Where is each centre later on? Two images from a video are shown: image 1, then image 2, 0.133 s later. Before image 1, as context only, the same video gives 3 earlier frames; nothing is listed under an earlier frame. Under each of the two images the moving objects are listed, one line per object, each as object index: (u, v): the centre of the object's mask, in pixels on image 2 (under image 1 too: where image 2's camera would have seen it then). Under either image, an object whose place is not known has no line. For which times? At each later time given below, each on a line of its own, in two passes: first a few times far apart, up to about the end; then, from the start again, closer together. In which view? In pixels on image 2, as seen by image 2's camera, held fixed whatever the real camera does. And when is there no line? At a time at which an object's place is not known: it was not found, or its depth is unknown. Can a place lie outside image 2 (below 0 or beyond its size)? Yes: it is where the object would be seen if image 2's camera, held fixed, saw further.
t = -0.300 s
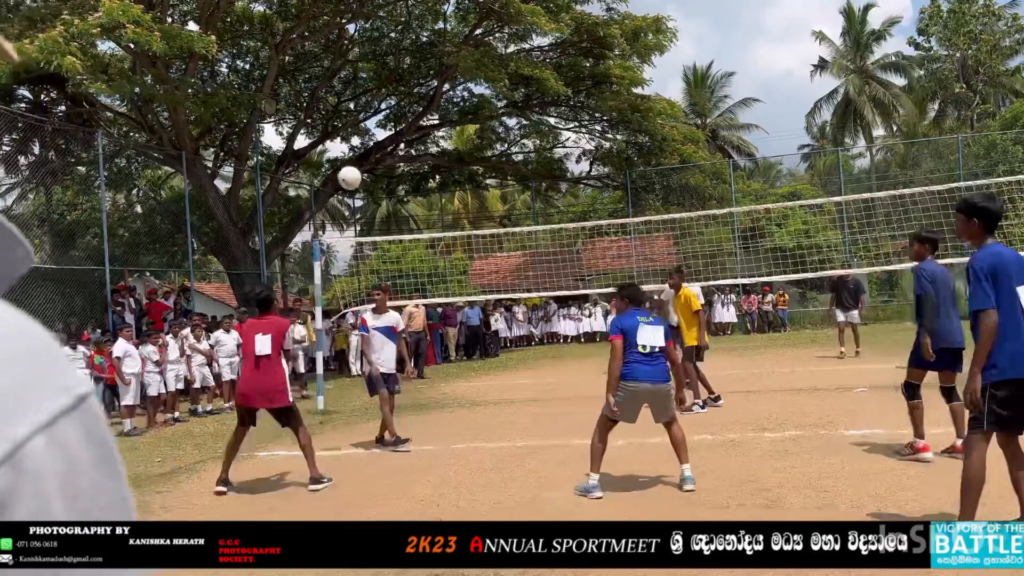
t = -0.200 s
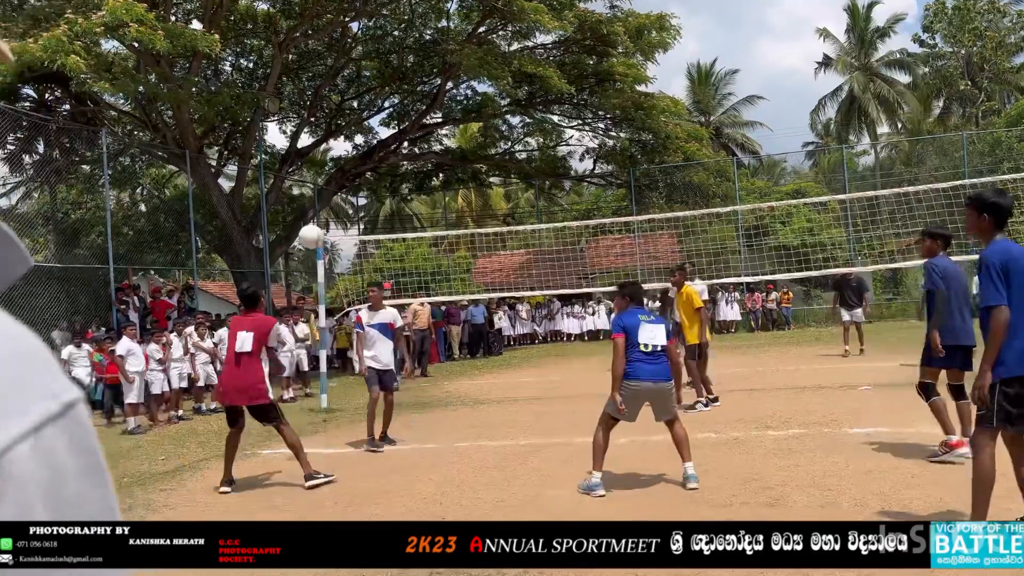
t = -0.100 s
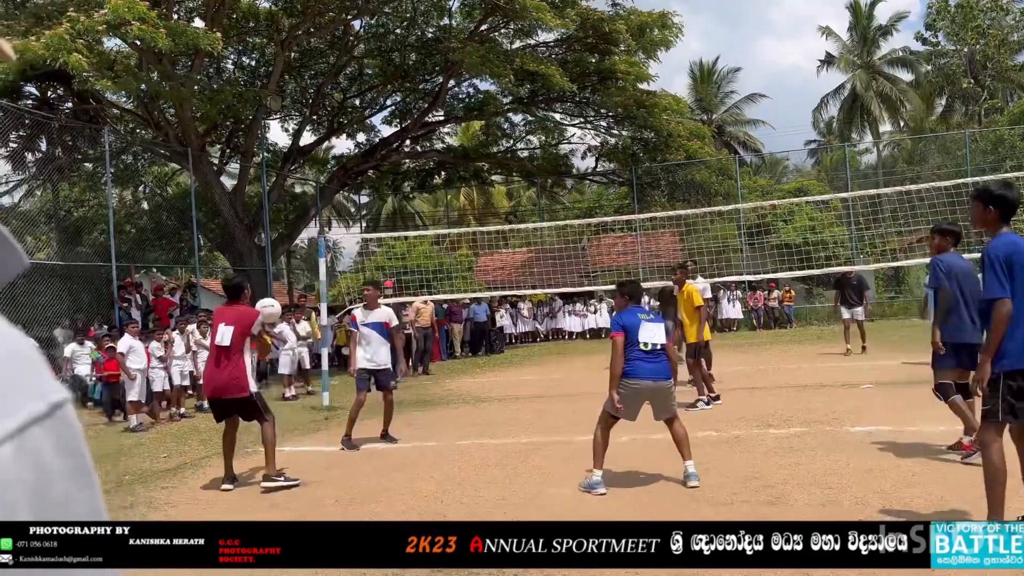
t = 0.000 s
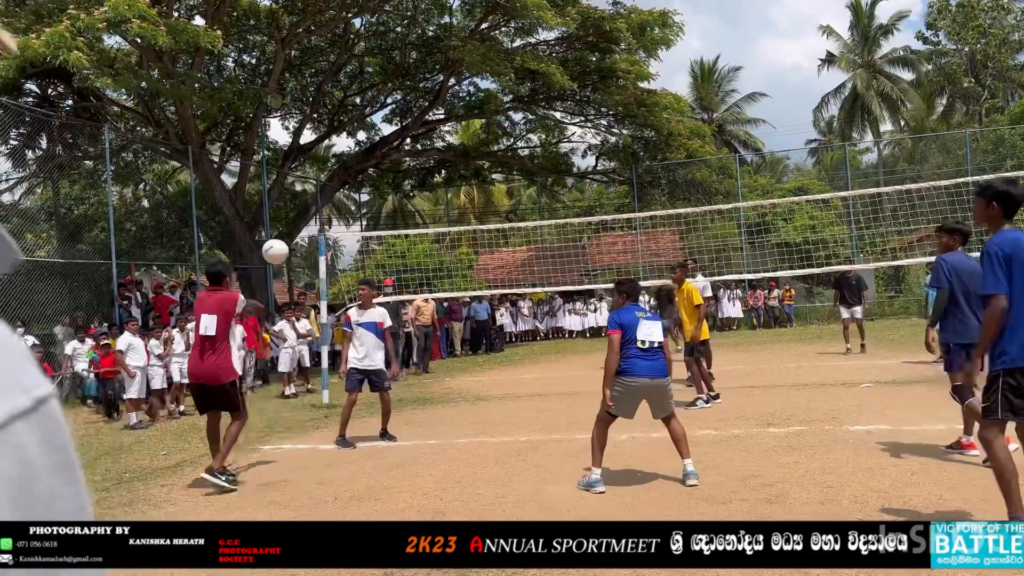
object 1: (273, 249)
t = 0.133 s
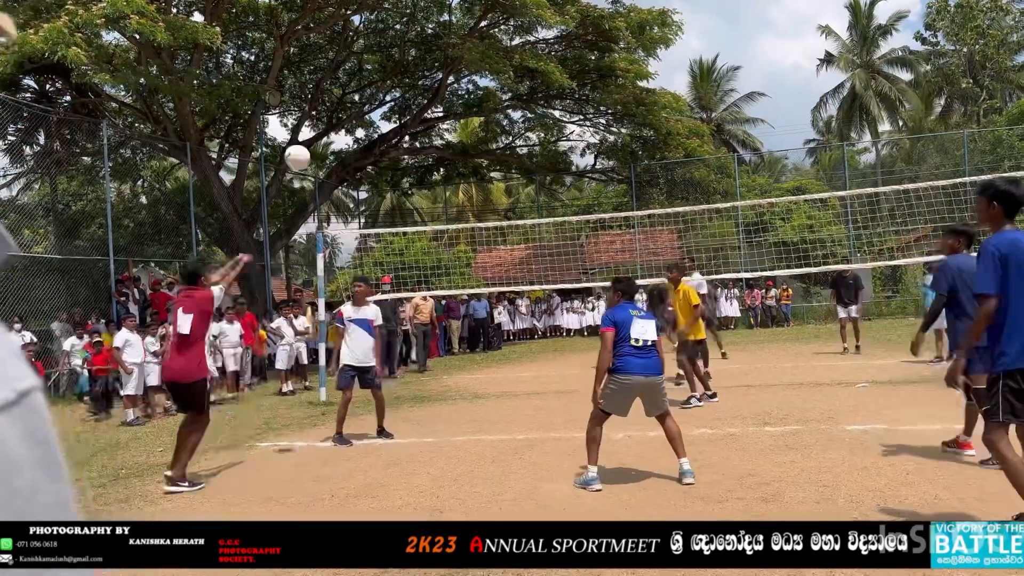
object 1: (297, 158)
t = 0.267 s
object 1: (323, 90)
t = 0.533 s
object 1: (378, 22)
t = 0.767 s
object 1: (429, 28)
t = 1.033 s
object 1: (489, 105)
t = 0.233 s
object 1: (317, 105)
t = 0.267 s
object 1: (323, 90)
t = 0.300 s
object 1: (330, 77)
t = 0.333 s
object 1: (336, 65)
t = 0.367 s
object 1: (343, 54)
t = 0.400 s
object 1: (350, 45)
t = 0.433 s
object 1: (357, 38)
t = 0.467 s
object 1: (364, 31)
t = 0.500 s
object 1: (371, 26)
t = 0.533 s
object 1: (378, 22)
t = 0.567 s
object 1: (385, 18)
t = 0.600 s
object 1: (392, 17)
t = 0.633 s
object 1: (399, 17)
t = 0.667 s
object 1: (407, 18)
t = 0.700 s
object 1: (414, 20)
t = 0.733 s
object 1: (421, 23)
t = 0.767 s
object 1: (429, 28)
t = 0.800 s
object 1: (436, 33)
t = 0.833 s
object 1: (444, 40)
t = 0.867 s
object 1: (451, 48)
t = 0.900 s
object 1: (458, 57)
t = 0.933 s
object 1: (466, 67)
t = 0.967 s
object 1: (473, 79)
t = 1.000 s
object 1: (481, 92)
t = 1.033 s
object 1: (489, 105)
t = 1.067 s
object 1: (496, 119)
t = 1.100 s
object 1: (504, 135)
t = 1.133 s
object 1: (512, 152)
